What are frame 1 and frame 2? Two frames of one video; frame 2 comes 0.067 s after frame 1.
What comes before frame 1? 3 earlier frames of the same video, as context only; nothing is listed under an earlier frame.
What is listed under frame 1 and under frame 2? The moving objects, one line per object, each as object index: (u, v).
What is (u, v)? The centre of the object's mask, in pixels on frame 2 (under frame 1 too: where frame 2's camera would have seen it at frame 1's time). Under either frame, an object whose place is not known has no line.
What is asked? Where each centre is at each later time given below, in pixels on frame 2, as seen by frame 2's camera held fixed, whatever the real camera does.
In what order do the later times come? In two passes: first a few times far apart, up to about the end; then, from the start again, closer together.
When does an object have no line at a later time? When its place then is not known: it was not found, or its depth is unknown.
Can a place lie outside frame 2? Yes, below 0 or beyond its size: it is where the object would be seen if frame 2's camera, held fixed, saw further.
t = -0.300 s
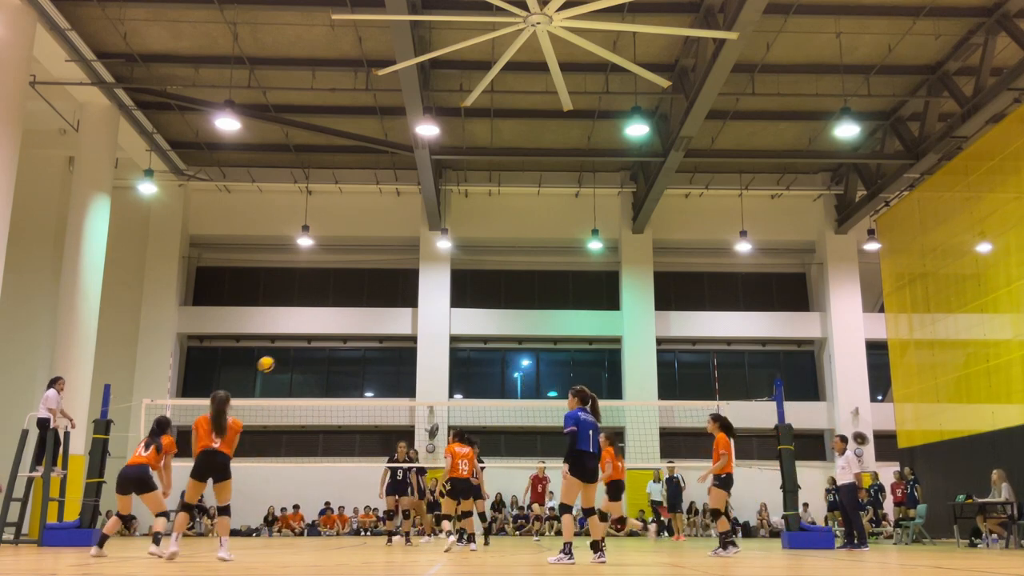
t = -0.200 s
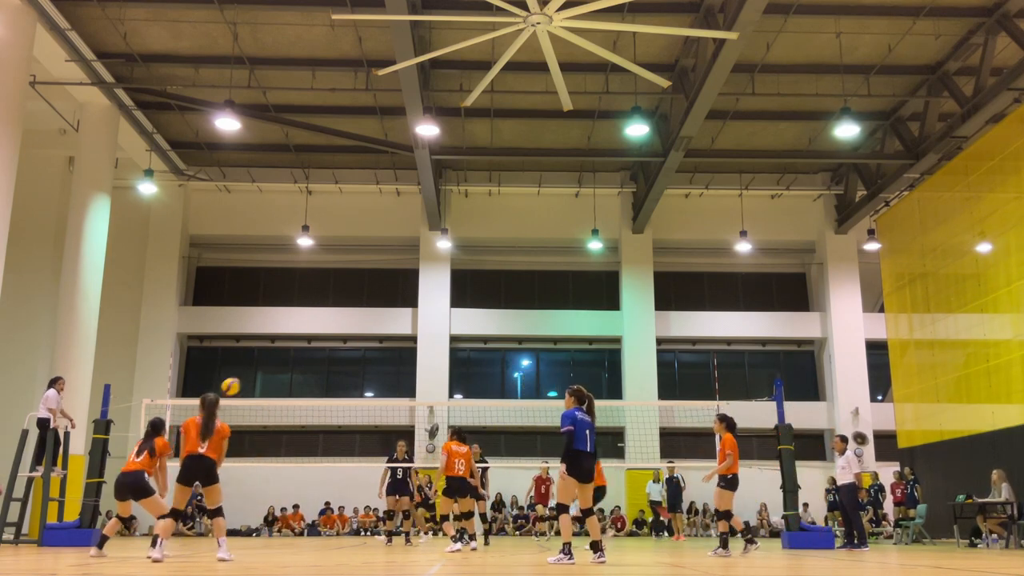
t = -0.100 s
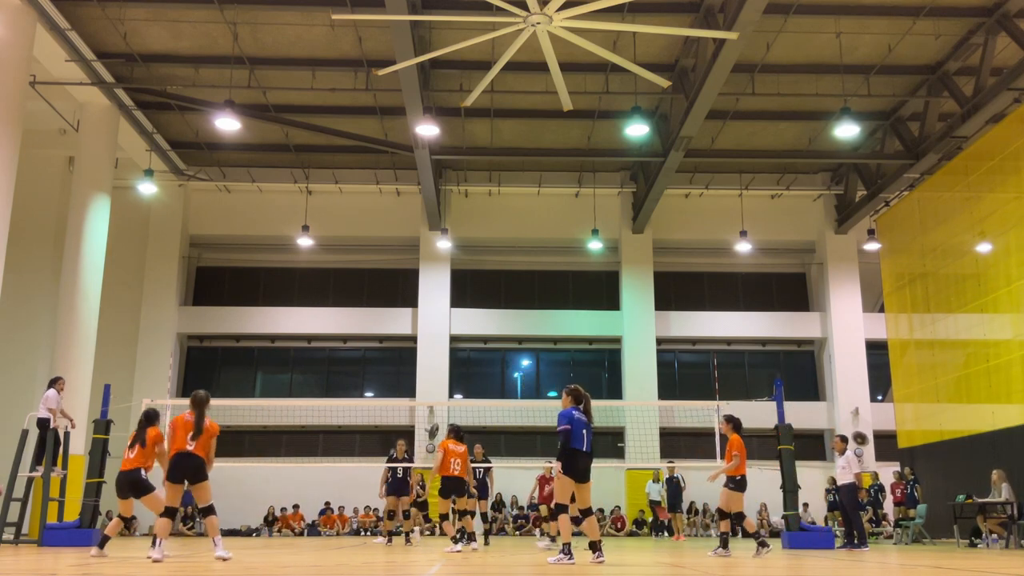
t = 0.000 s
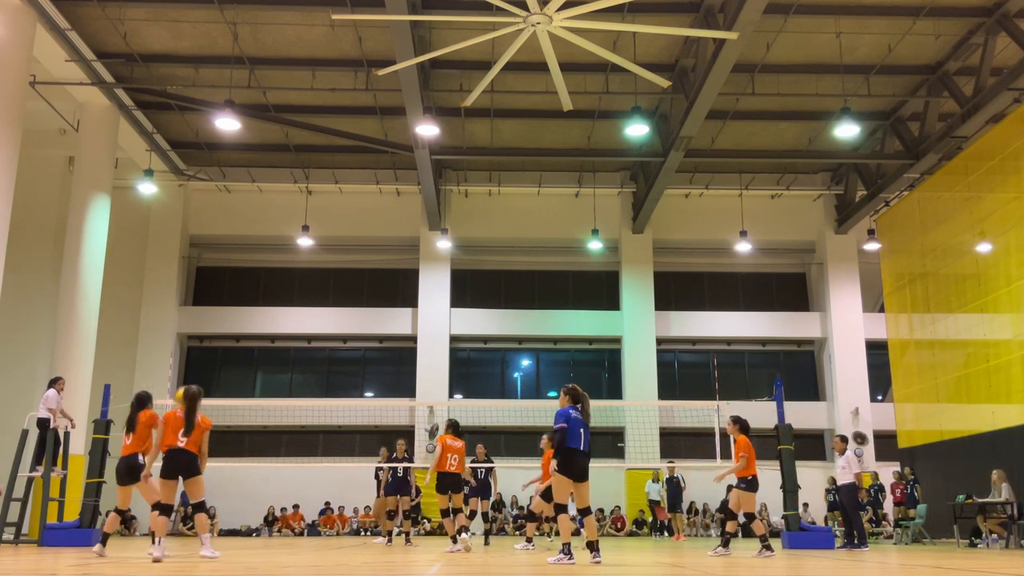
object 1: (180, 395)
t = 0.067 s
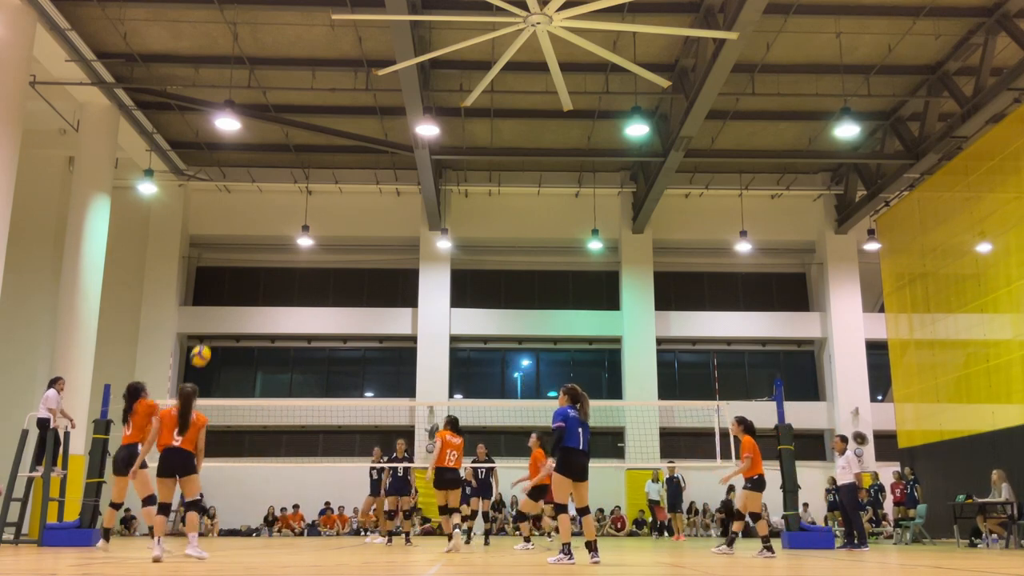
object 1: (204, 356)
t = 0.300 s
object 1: (251, 252)
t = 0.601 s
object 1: (302, 192)
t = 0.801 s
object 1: (330, 191)
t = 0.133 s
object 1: (216, 320)
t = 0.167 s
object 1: (224, 303)
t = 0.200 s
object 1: (231, 289)
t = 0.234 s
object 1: (238, 276)
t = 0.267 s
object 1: (244, 264)
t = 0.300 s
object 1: (251, 252)
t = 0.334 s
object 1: (257, 242)
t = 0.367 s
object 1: (263, 233)
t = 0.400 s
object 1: (269, 223)
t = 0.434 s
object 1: (274, 217)
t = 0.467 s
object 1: (280, 210)
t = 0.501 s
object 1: (286, 205)
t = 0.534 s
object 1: (290, 200)
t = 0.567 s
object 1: (296, 196)
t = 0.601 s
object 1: (302, 192)
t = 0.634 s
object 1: (306, 190)
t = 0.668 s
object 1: (311, 189)
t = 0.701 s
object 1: (316, 188)
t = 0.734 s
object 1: (321, 188)
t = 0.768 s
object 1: (325, 189)
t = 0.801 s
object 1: (330, 191)
